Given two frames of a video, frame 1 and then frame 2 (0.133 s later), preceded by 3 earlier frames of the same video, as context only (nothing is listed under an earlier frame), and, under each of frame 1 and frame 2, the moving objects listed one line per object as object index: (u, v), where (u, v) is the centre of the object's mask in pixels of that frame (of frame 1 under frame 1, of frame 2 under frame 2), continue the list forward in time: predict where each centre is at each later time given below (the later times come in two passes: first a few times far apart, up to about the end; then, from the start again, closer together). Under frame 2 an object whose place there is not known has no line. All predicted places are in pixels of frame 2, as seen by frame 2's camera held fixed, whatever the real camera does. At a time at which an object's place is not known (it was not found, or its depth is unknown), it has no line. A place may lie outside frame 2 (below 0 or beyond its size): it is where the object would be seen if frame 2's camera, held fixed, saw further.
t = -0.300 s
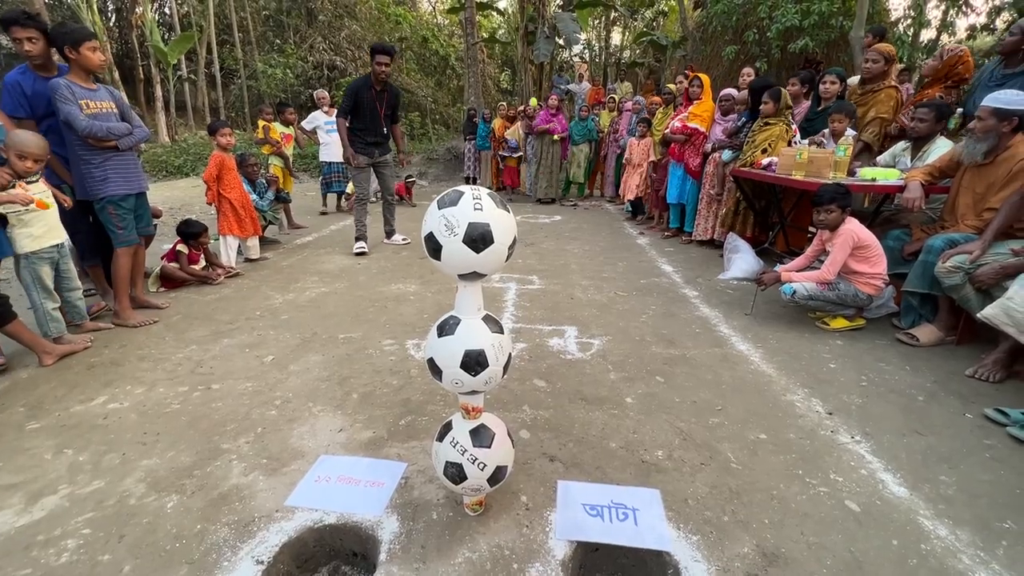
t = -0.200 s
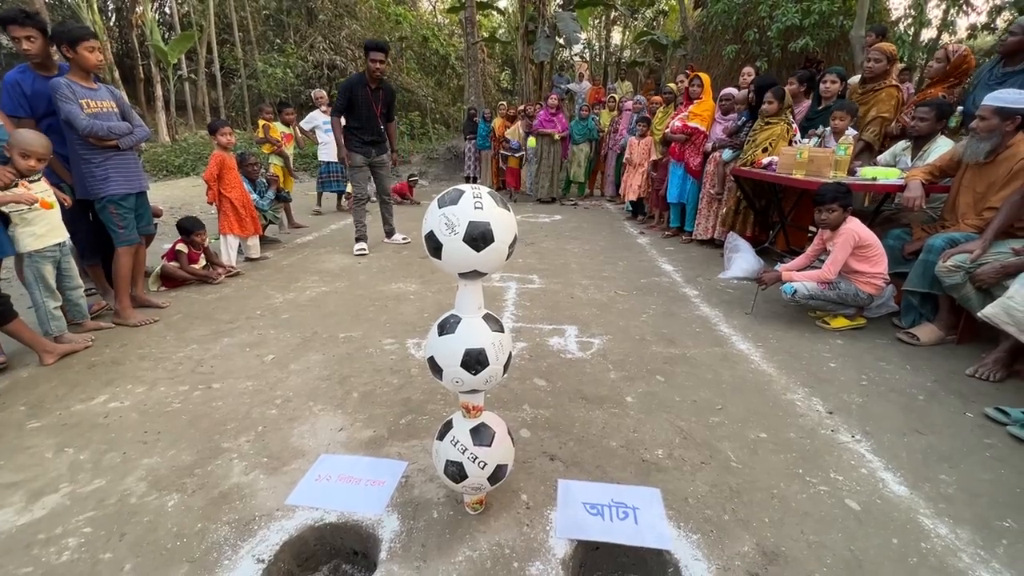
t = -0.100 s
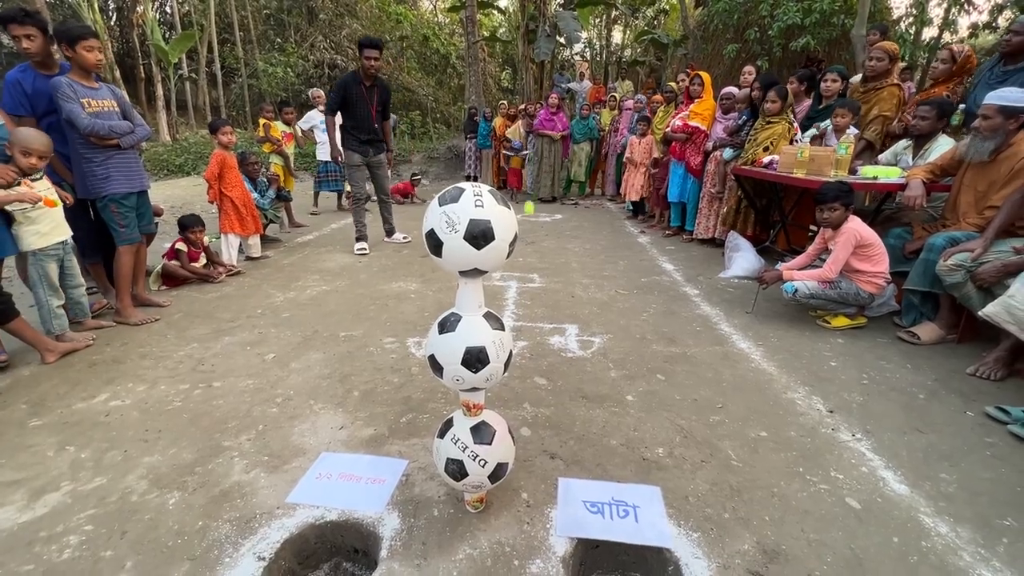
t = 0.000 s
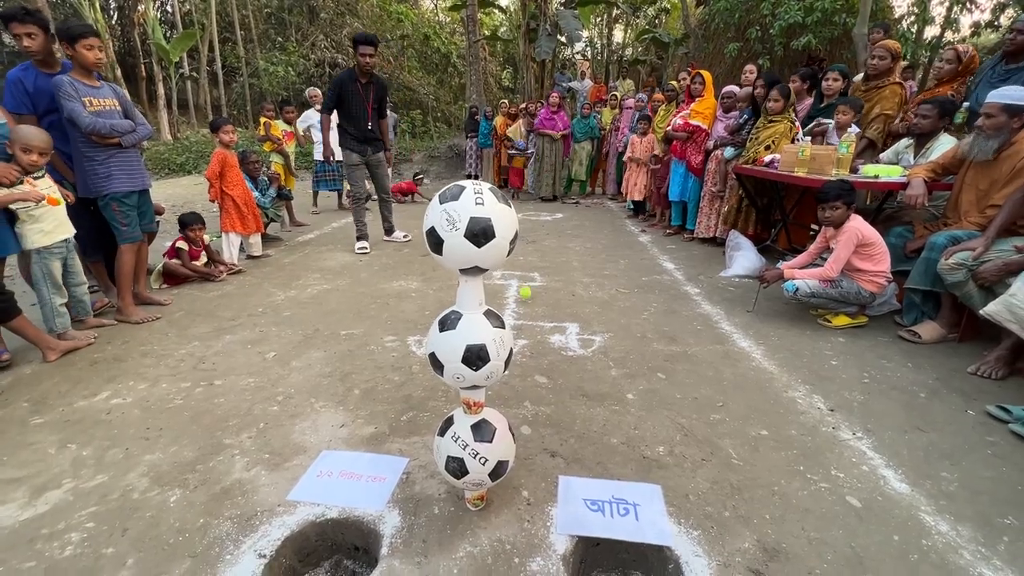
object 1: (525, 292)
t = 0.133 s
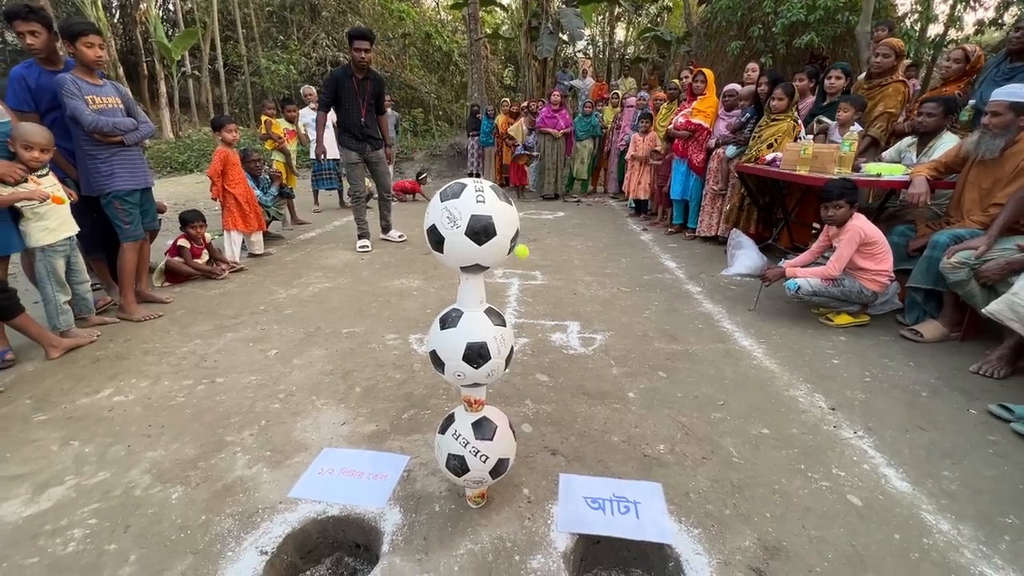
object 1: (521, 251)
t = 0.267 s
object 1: (520, 239)
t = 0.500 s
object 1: (513, 259)
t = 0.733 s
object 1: (595, 166)
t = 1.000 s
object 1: (670, 304)
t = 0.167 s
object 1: (521, 246)
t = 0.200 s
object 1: (521, 241)
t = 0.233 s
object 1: (521, 238)
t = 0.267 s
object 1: (520, 239)
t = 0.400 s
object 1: (499, 272)
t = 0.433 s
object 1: (494, 290)
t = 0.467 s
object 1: (496, 284)
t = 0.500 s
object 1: (513, 259)
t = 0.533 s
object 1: (526, 230)
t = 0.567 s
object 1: (534, 209)
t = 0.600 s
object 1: (546, 192)
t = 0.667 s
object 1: (572, 170)
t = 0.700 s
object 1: (584, 166)
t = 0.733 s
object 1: (595, 166)
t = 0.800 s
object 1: (617, 180)
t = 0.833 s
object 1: (628, 192)
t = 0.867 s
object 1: (637, 210)
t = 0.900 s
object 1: (646, 230)
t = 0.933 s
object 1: (654, 252)
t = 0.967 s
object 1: (662, 277)
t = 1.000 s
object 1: (670, 304)
